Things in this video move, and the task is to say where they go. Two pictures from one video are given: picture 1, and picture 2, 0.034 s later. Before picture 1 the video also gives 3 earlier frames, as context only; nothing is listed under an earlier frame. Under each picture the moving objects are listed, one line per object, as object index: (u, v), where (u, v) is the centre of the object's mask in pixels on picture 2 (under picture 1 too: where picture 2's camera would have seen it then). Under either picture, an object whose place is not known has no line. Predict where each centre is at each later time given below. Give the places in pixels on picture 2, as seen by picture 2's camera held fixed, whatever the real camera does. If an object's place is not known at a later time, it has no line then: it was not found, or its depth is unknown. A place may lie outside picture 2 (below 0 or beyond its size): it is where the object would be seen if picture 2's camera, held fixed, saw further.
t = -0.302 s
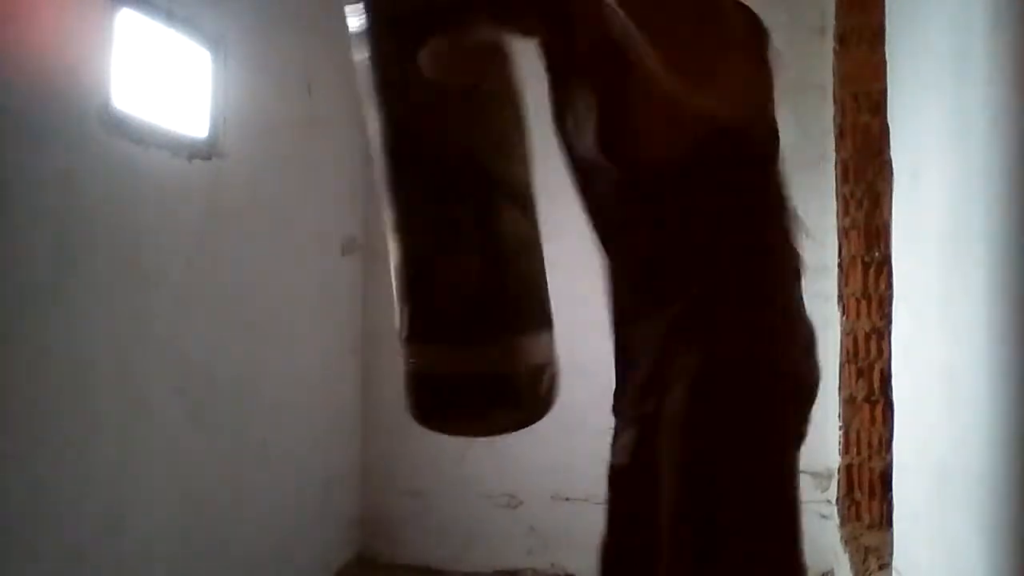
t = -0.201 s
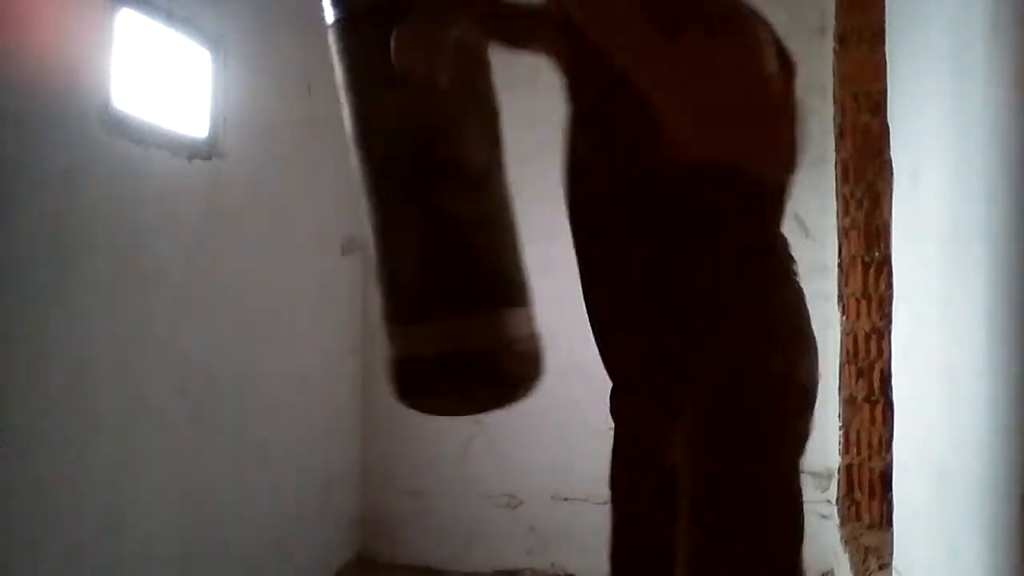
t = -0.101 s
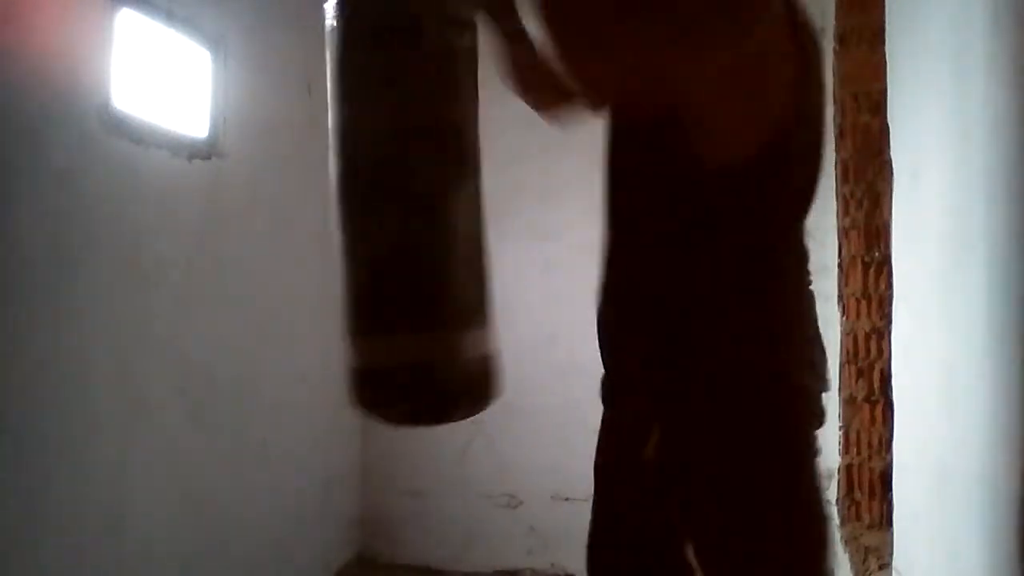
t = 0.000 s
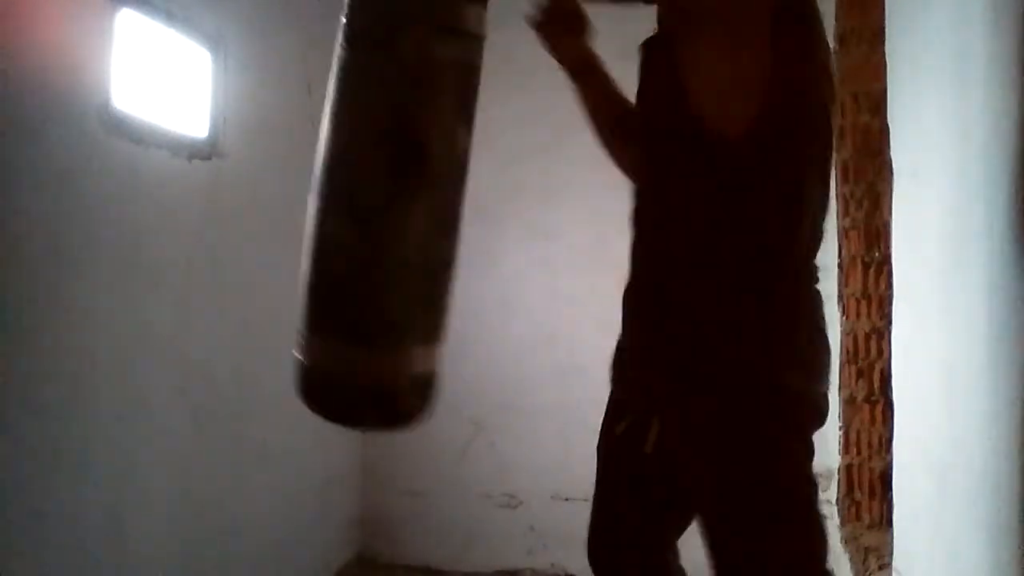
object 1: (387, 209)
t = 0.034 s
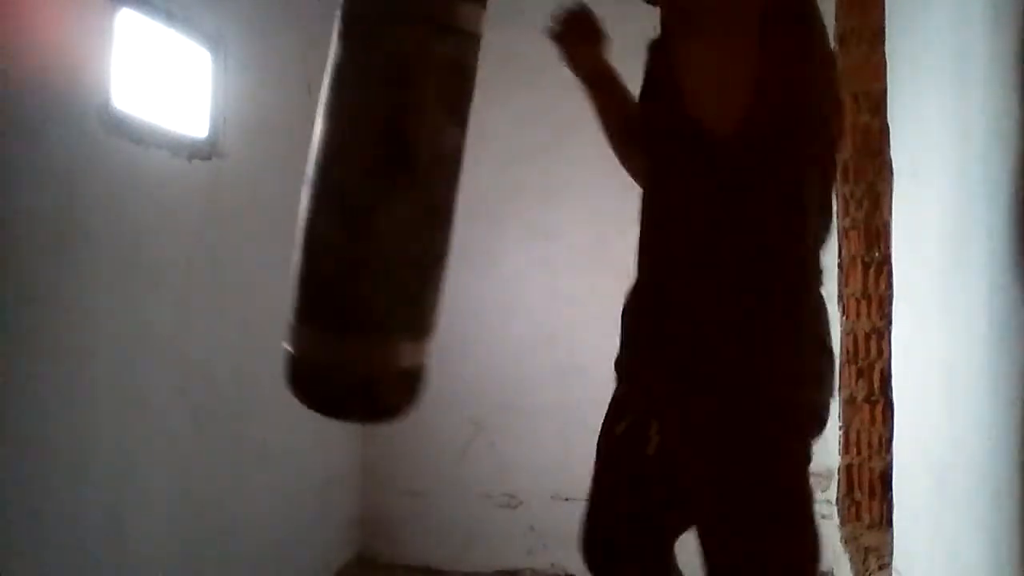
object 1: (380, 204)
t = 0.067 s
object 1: (374, 201)
